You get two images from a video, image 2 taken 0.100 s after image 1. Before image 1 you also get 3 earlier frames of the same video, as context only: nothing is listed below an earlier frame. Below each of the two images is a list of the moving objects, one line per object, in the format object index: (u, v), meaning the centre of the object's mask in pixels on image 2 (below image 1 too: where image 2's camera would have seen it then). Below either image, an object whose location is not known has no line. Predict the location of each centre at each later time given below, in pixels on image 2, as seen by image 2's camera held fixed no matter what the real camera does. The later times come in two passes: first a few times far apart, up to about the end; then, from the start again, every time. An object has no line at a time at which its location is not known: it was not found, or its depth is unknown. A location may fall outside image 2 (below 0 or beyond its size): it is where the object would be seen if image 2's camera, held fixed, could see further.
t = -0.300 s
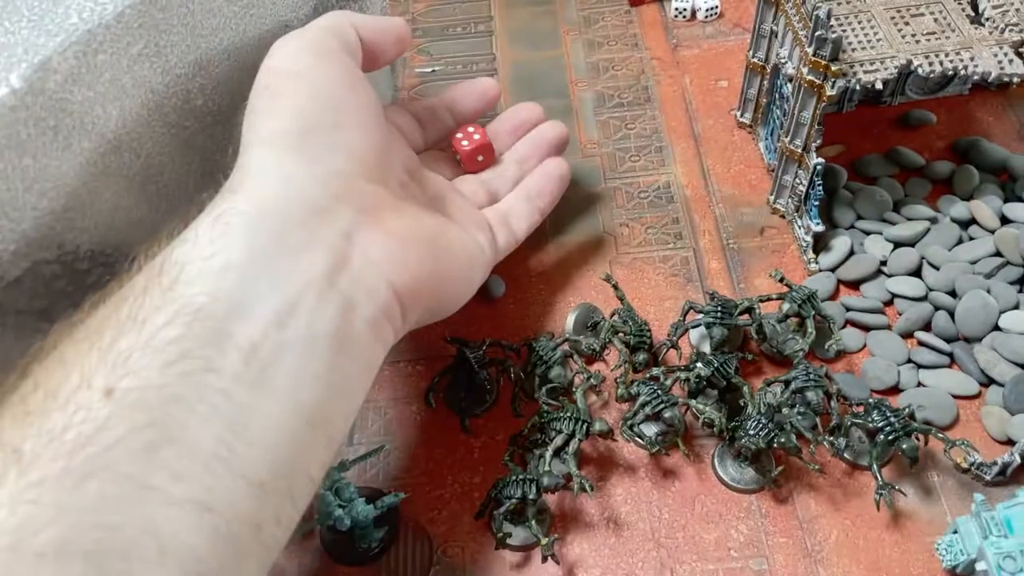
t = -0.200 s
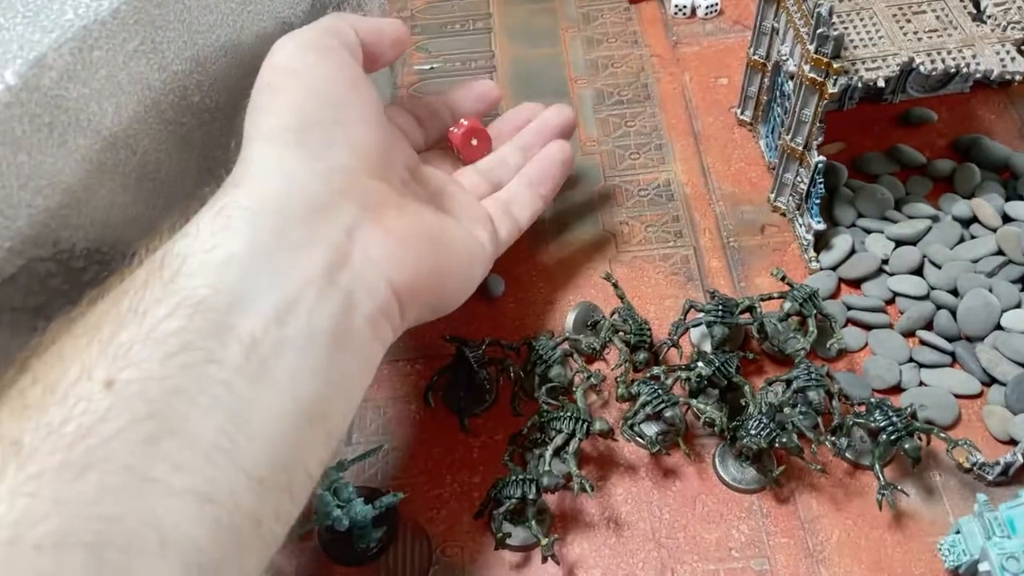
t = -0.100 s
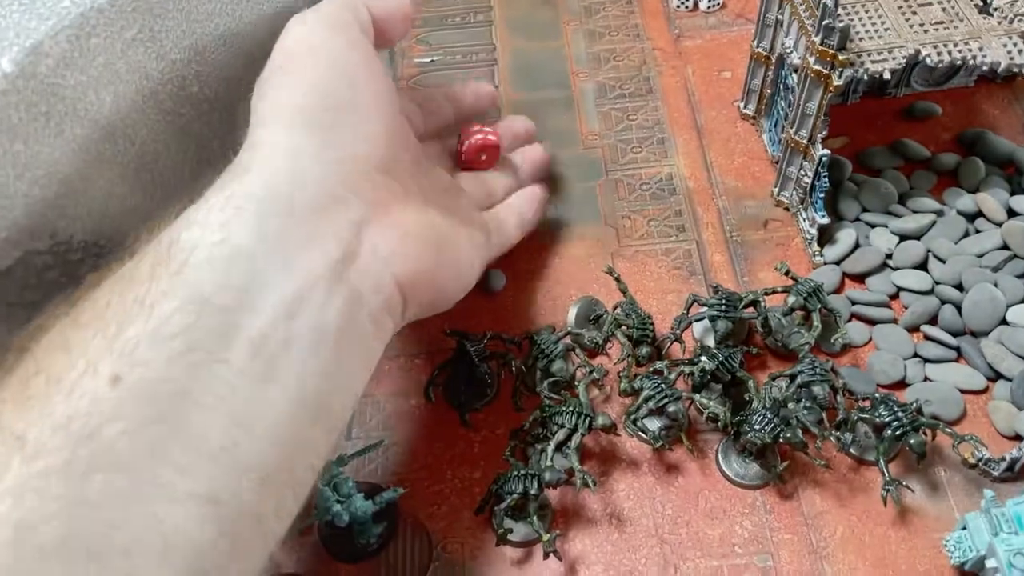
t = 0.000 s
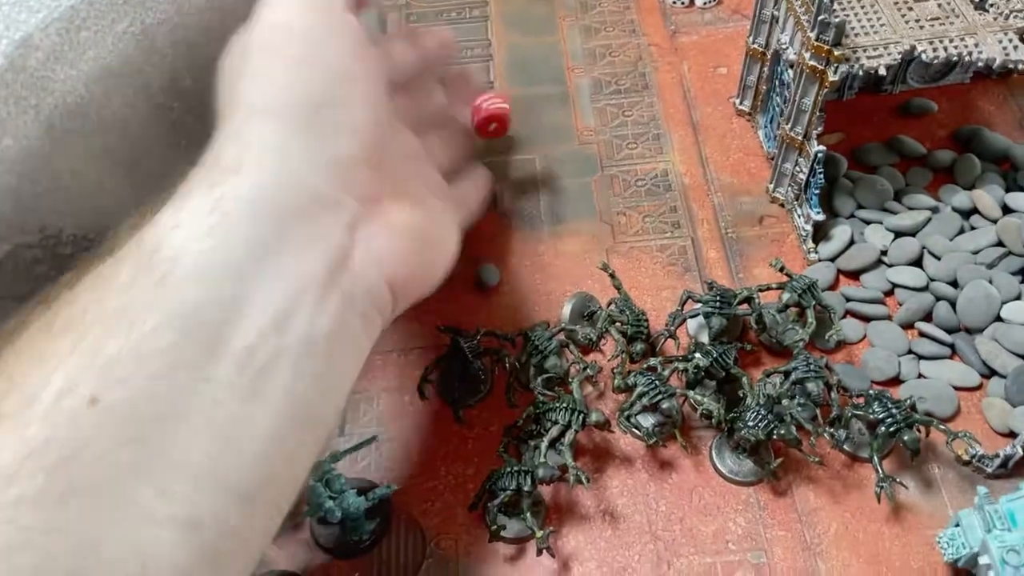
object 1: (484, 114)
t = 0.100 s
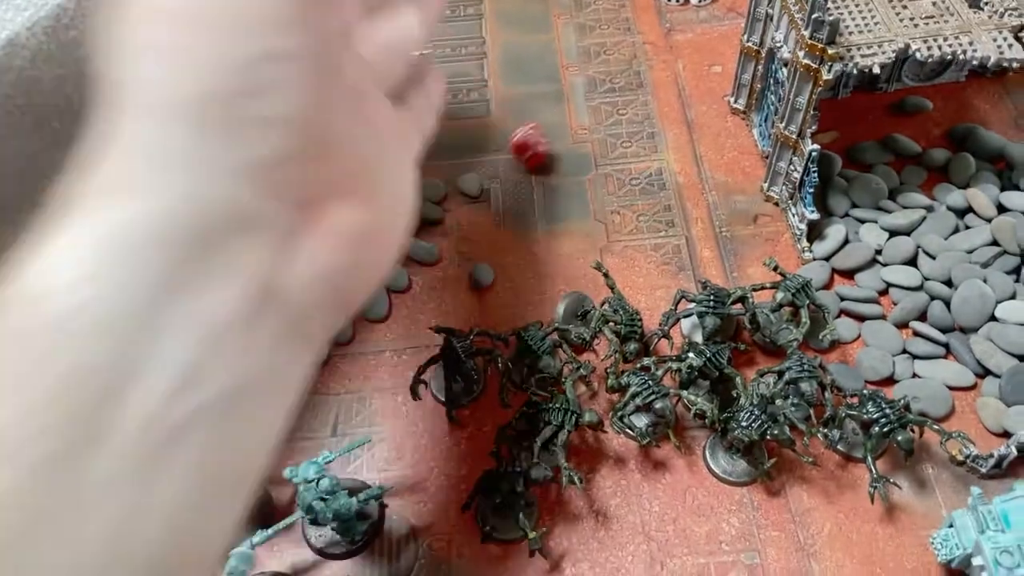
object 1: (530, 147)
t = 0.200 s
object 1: (582, 143)
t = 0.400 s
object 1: (660, 147)
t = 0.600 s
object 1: (656, 144)
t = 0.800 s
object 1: (640, 144)
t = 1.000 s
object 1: (640, 144)
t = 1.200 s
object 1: (640, 144)
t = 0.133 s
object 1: (547, 141)
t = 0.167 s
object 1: (564, 141)
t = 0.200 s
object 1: (582, 143)
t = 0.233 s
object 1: (596, 142)
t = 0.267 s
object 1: (610, 148)
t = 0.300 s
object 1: (622, 151)
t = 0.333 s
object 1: (638, 153)
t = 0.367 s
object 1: (651, 151)
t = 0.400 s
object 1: (660, 147)
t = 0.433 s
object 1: (666, 145)
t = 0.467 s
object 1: (667, 143)
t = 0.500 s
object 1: (667, 142)
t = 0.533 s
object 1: (666, 141)
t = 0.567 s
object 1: (663, 141)
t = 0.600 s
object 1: (656, 144)
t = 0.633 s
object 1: (648, 144)
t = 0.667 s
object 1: (641, 144)
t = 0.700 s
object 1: (640, 144)
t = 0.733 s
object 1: (640, 144)
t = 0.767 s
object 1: (640, 144)
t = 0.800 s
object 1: (640, 144)
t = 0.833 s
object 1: (640, 144)
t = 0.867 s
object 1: (640, 144)
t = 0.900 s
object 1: (640, 144)
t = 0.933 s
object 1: (640, 144)
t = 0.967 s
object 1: (640, 144)
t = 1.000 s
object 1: (640, 144)
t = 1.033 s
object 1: (640, 144)
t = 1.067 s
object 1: (640, 144)
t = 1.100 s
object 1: (640, 144)
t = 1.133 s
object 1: (640, 144)
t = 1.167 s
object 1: (640, 144)
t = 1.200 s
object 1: (640, 144)
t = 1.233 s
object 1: (640, 144)
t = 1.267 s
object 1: (640, 144)
